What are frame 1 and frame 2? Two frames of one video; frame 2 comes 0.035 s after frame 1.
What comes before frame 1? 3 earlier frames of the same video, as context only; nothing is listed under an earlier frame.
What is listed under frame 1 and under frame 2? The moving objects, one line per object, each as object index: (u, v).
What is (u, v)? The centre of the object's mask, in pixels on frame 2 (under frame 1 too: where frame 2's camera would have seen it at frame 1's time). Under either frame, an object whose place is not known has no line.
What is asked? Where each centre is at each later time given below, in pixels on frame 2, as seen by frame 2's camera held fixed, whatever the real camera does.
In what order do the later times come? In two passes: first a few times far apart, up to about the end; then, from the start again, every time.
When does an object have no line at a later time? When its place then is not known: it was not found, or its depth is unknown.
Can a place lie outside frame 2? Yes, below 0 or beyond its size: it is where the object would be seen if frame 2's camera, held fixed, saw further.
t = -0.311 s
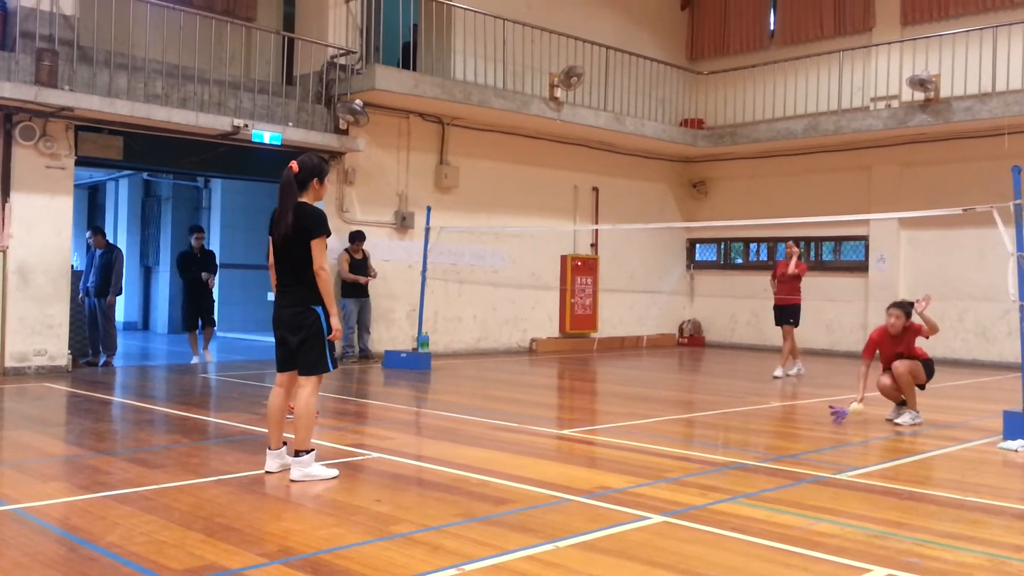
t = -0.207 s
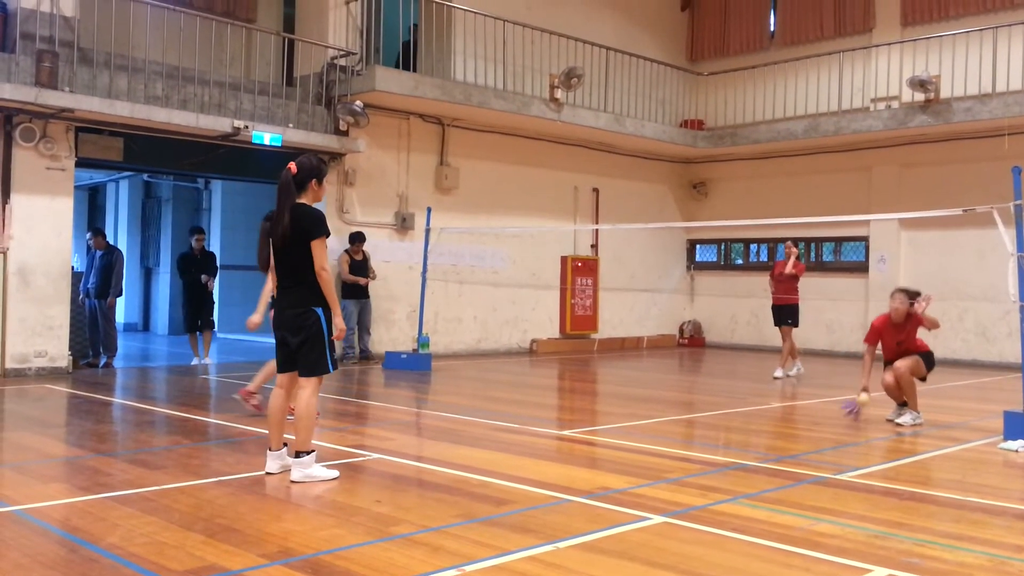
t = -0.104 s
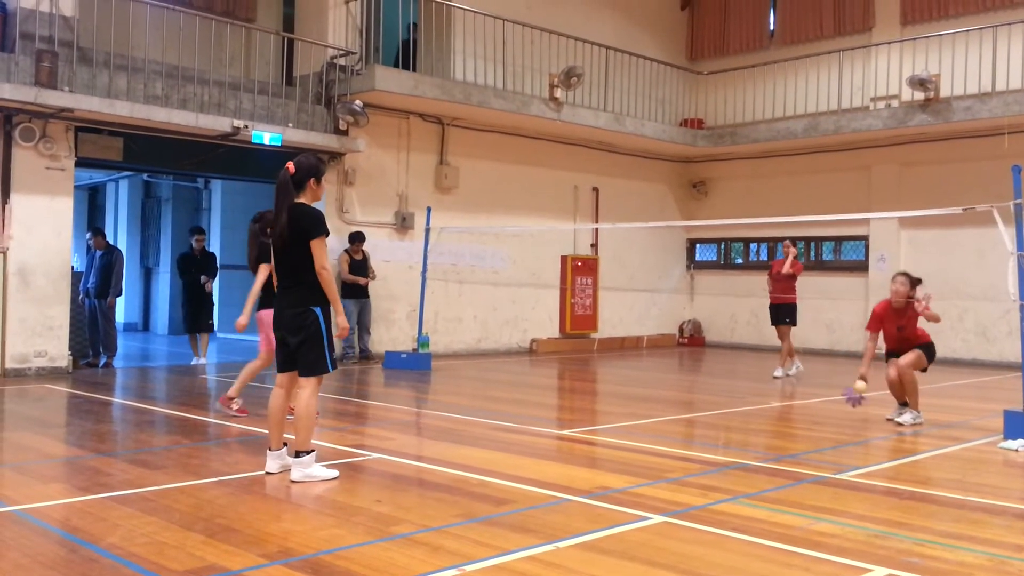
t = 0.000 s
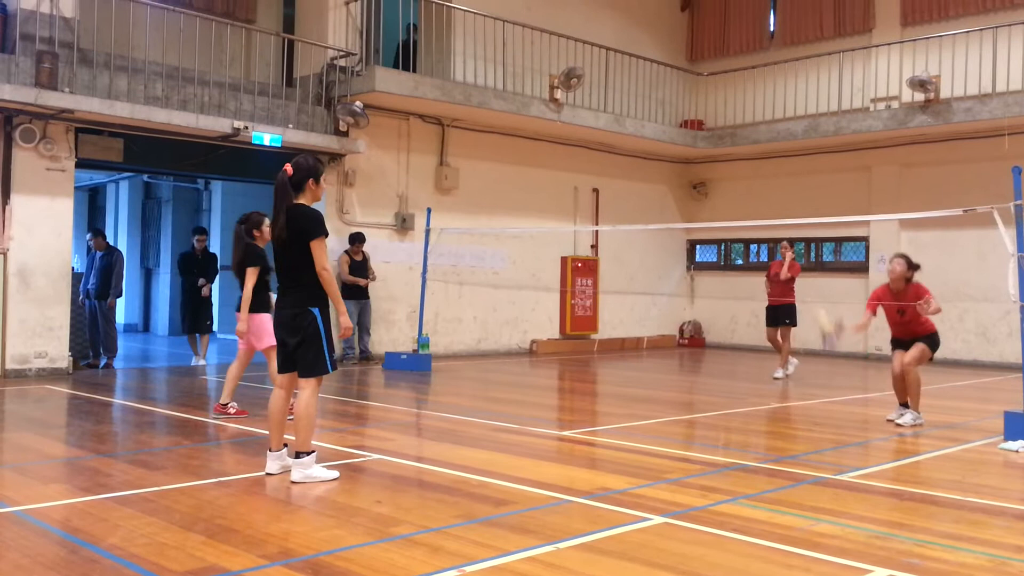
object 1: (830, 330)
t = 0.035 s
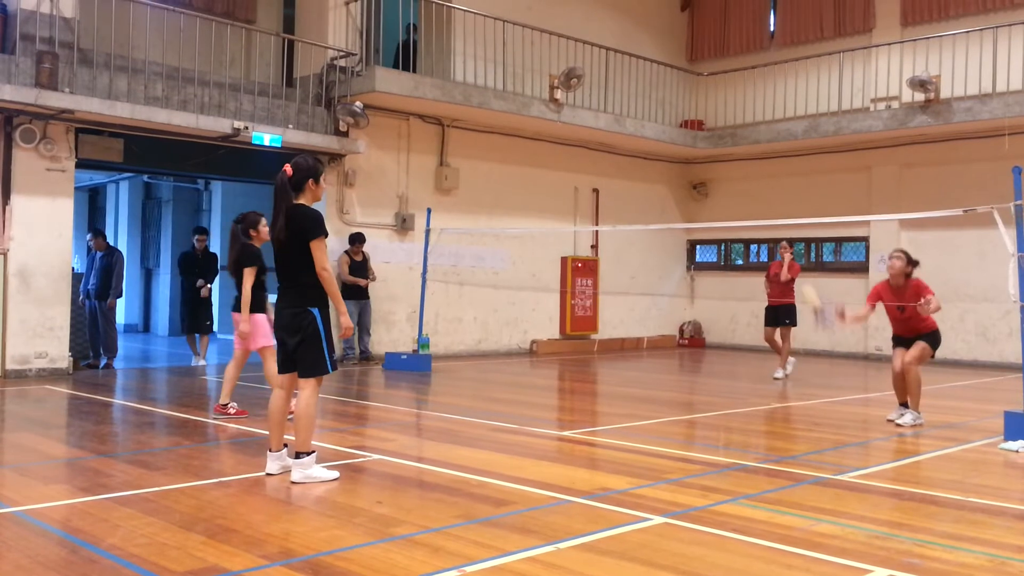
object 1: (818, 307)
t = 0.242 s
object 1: (745, 188)
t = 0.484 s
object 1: (659, 109)
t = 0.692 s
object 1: (569, 100)
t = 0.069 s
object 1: (807, 283)
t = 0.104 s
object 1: (787, 254)
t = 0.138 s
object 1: (776, 235)
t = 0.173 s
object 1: (768, 219)
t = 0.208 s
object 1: (757, 203)
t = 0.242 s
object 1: (745, 188)
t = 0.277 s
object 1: (732, 174)
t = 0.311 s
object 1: (721, 160)
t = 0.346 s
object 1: (707, 147)
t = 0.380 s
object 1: (696, 136)
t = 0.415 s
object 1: (684, 126)
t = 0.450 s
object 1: (672, 117)
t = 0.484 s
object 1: (659, 109)
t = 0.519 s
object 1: (644, 102)
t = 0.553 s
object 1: (630, 98)
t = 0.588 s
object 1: (614, 95)
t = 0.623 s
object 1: (600, 94)
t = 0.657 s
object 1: (584, 97)
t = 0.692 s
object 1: (569, 100)
